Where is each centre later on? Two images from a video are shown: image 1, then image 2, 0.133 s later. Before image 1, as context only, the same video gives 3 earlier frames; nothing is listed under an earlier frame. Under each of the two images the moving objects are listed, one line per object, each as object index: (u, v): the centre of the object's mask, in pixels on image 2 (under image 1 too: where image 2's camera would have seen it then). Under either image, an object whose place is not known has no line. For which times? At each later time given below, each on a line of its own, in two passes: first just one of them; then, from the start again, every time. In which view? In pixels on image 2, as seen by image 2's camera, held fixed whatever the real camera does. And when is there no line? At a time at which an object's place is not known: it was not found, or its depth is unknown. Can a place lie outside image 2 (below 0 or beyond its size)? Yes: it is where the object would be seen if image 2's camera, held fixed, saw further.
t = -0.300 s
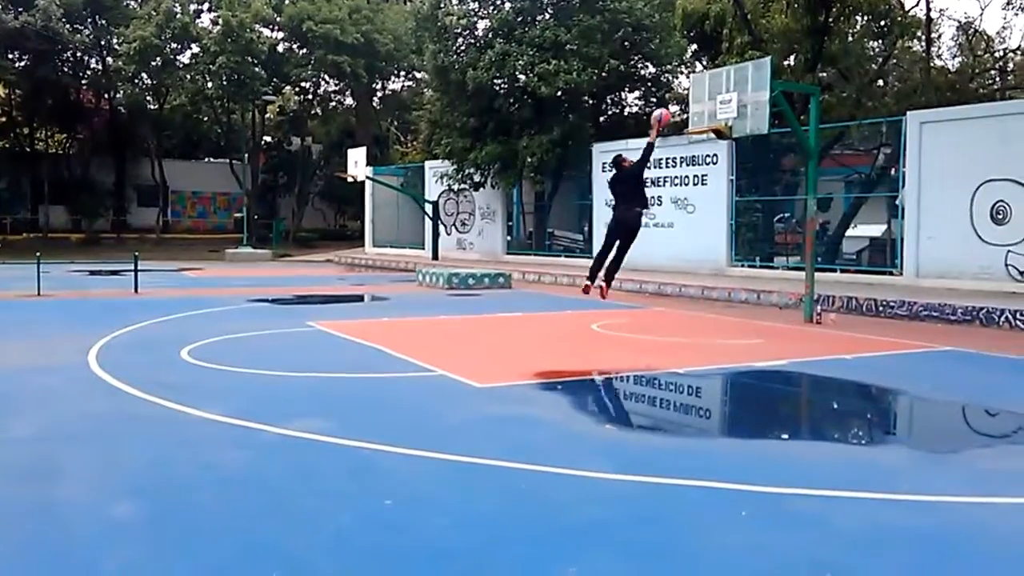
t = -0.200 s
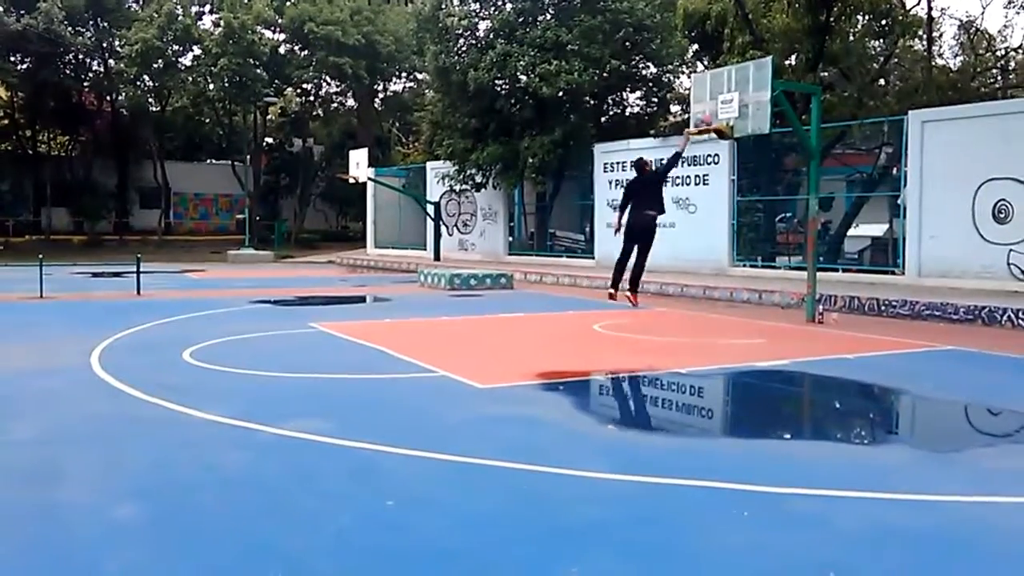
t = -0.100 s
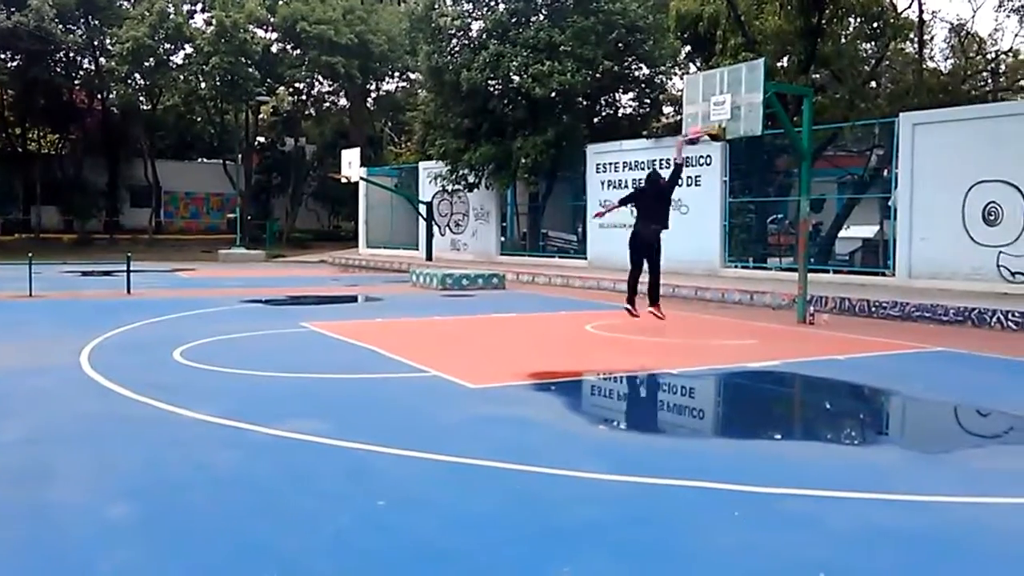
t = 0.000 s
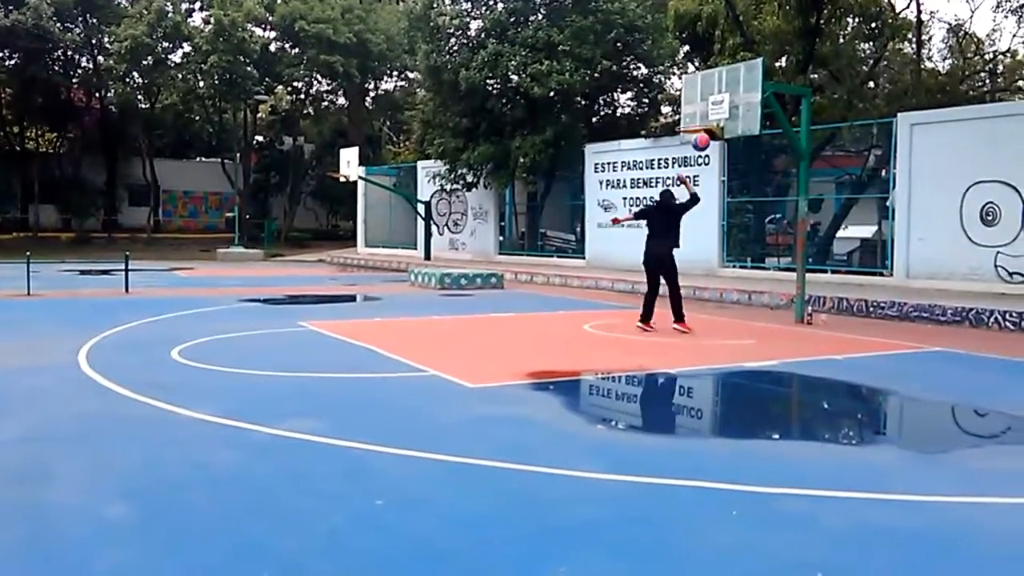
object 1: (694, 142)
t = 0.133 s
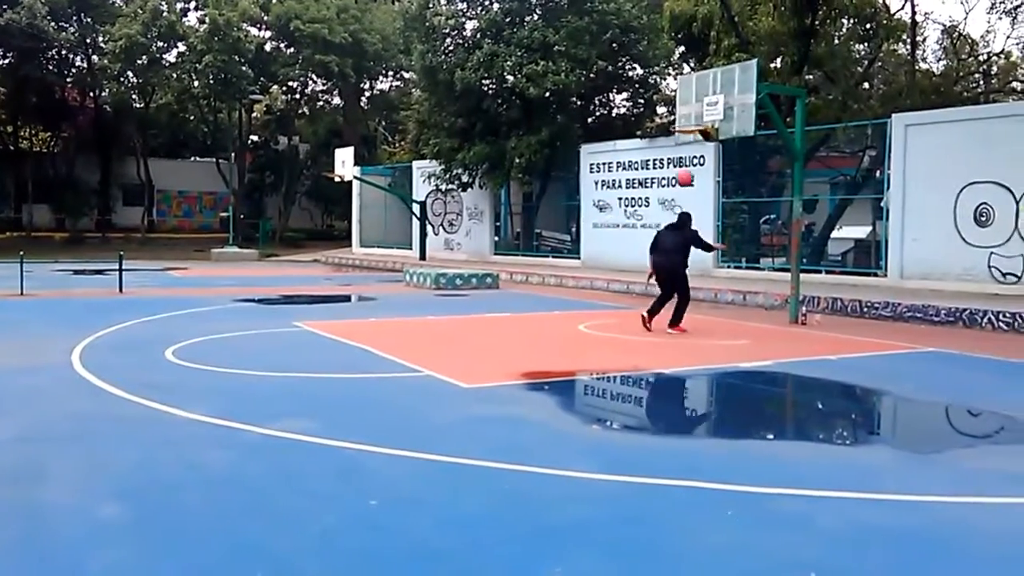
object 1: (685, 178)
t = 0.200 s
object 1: (679, 201)
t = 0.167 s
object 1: (682, 189)
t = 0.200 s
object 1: (679, 201)
